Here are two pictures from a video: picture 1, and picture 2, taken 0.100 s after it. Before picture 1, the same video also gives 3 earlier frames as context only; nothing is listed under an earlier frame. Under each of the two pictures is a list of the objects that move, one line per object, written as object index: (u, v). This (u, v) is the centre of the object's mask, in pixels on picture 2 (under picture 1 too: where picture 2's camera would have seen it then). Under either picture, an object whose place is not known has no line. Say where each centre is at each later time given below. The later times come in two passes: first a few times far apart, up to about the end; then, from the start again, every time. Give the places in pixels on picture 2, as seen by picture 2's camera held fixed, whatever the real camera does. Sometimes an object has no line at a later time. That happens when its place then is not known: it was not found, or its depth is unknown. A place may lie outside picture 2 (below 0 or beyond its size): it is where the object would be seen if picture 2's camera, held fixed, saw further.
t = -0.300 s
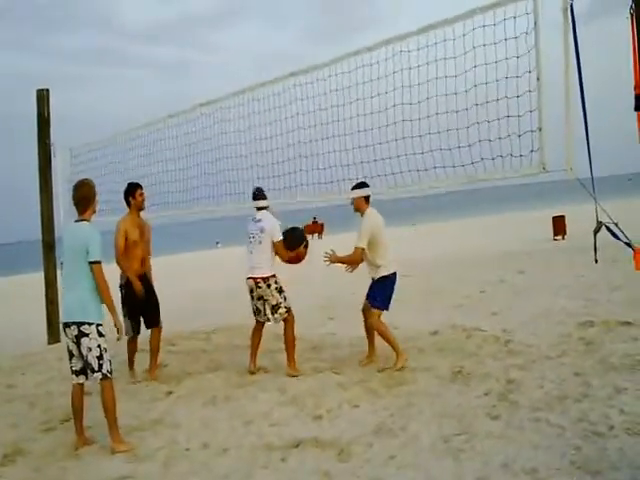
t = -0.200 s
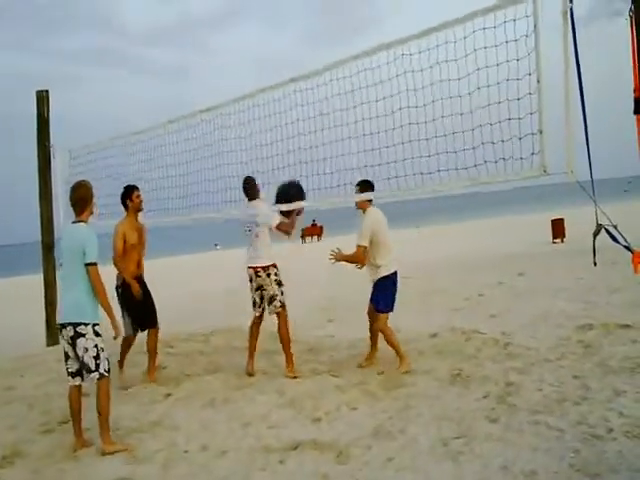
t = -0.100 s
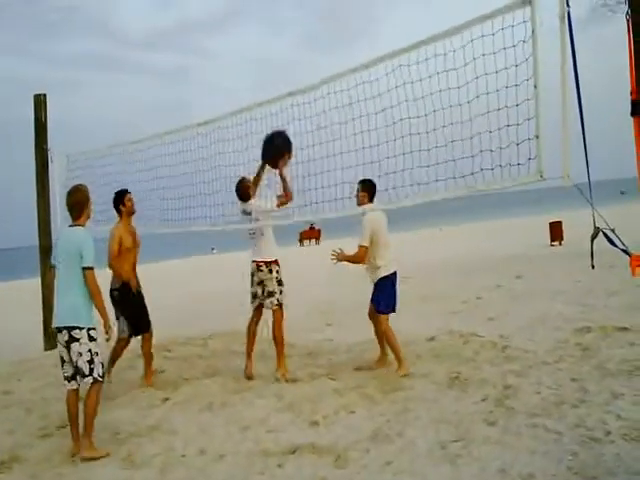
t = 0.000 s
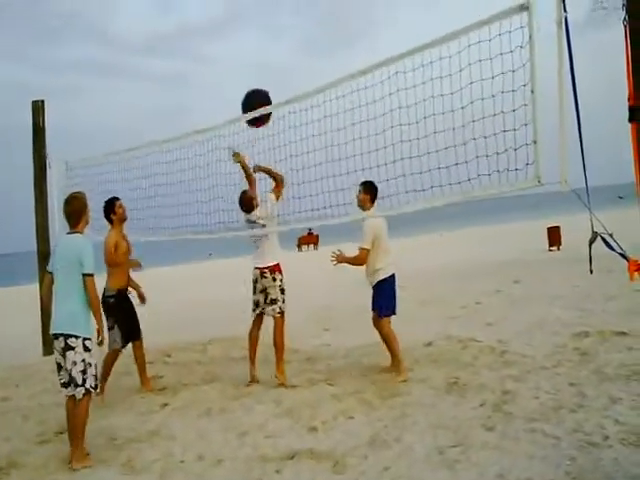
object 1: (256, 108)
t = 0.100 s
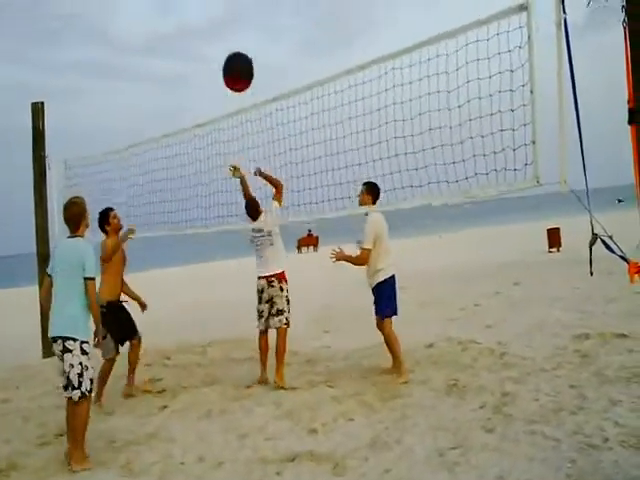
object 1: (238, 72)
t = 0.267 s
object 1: (200, 27)
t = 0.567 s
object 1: (143, 43)
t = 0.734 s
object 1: (110, 101)
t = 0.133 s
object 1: (231, 61)
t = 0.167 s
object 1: (225, 51)
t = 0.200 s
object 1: (218, 43)
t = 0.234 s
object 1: (207, 30)
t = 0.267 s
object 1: (200, 27)
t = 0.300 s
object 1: (194, 24)
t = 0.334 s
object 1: (188, 22)
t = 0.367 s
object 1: (181, 22)
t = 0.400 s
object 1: (175, 22)
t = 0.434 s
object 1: (168, 24)
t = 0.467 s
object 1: (162, 27)
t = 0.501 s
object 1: (156, 32)
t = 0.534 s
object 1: (150, 37)
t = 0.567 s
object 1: (143, 43)
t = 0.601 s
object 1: (136, 52)
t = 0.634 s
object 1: (131, 61)
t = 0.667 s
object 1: (125, 73)
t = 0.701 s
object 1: (119, 86)
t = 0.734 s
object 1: (110, 101)
